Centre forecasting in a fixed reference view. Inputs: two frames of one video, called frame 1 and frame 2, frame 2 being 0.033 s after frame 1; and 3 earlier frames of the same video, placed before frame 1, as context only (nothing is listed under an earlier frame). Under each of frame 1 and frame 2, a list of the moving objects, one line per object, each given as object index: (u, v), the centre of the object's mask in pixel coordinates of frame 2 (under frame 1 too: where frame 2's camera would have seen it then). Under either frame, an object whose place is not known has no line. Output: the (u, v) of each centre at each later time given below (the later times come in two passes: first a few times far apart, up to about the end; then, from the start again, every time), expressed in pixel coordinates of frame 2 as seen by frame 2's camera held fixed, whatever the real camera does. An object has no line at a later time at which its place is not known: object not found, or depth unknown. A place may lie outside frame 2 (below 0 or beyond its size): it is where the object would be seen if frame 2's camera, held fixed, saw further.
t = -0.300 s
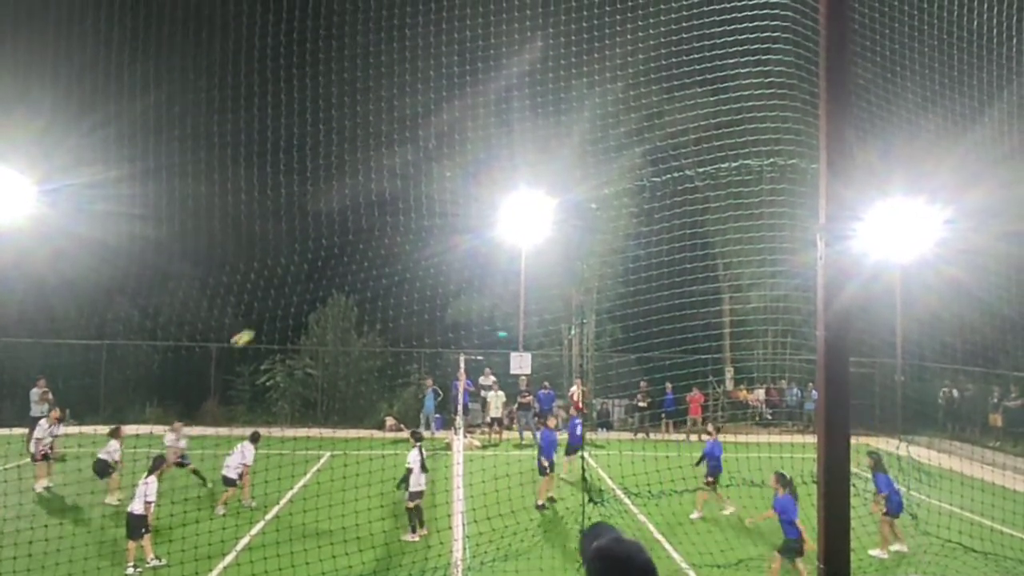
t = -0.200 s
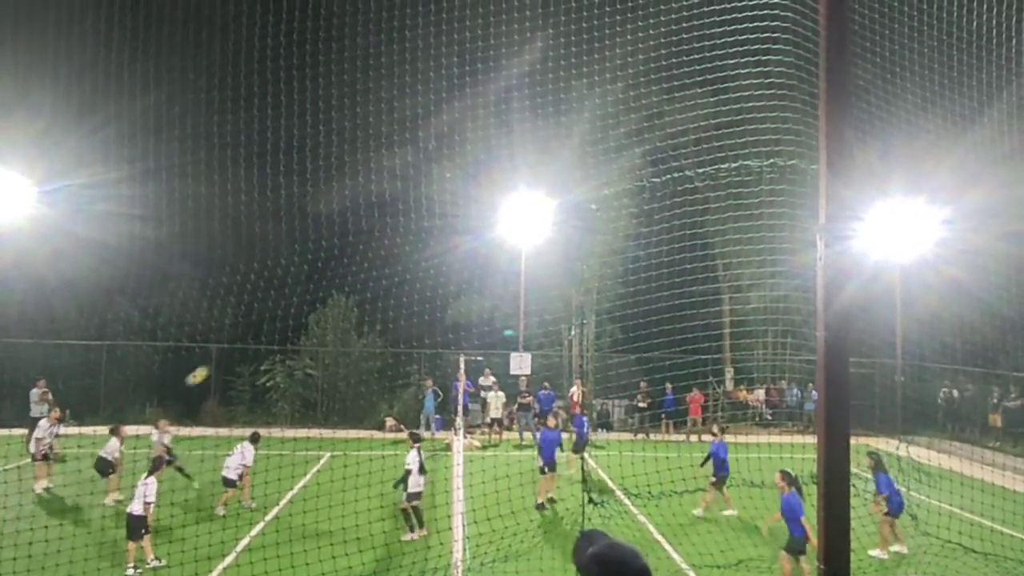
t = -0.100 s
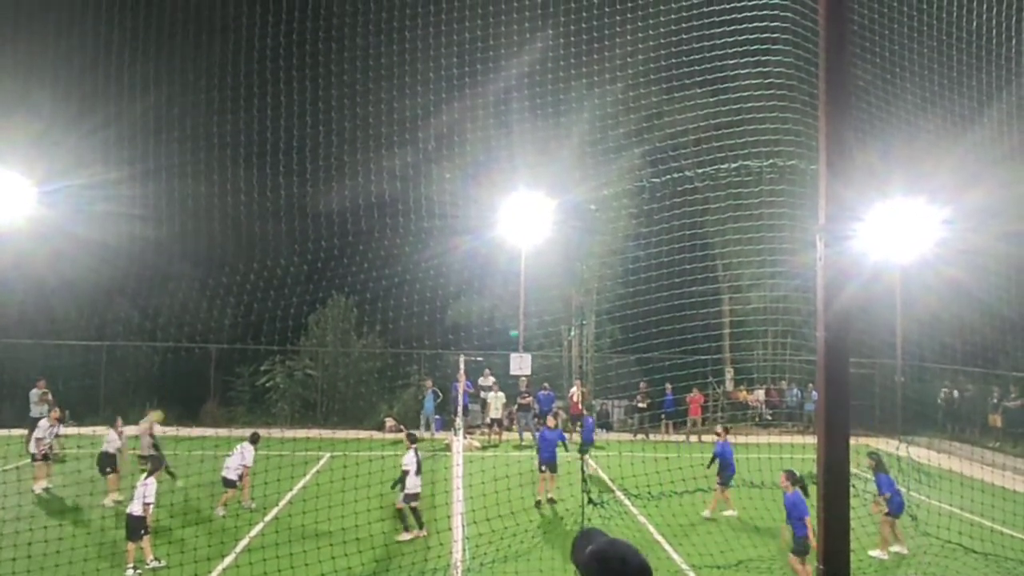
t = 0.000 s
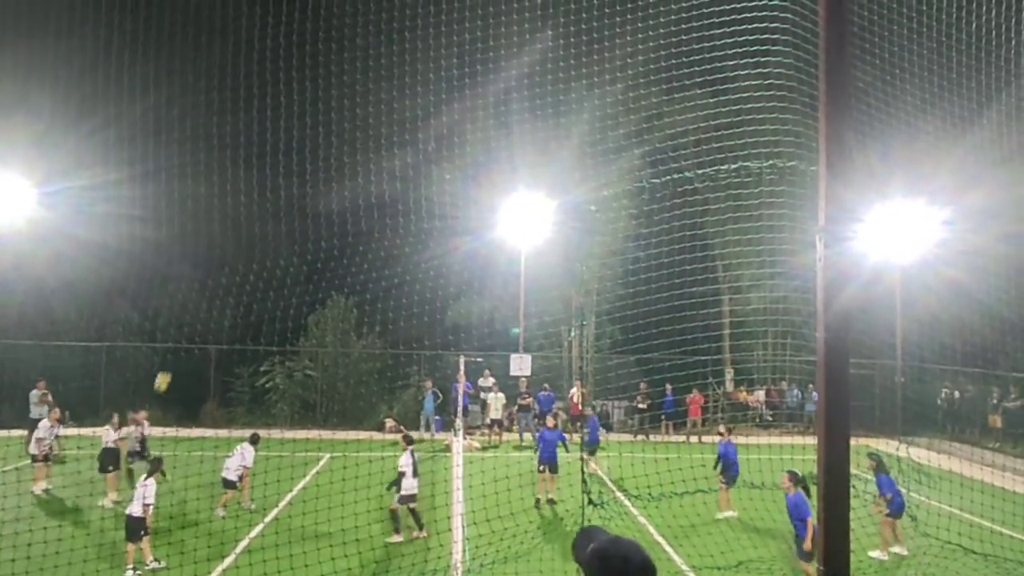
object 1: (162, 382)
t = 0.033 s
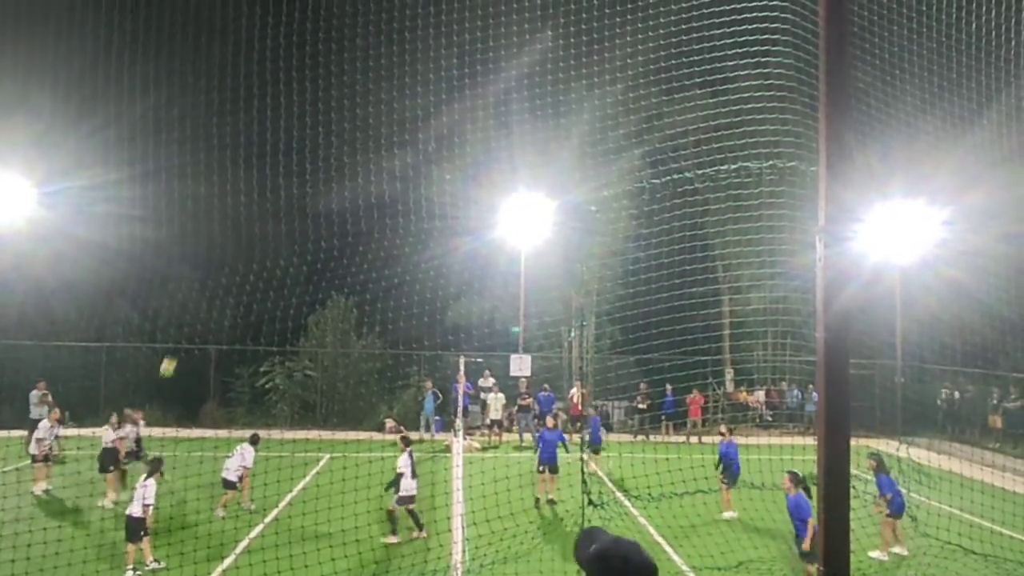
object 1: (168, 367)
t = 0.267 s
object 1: (205, 284)
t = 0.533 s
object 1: (243, 229)
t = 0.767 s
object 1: (274, 213)
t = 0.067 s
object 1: (173, 353)
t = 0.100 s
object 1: (179, 339)
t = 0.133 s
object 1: (184, 327)
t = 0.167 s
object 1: (189, 316)
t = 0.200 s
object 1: (194, 304)
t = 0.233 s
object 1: (200, 294)
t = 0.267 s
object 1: (205, 284)
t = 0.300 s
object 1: (210, 274)
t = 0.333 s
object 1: (215, 266)
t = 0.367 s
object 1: (219, 259)
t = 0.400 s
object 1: (224, 251)
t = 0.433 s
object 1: (229, 244)
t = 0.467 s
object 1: (233, 239)
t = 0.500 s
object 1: (238, 233)
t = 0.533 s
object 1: (243, 229)
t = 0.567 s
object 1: (247, 225)
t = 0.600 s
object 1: (252, 221)
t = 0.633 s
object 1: (256, 218)
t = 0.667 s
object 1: (261, 216)
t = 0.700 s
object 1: (265, 214)
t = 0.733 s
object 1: (270, 213)
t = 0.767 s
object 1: (274, 213)
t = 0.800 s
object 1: (278, 213)
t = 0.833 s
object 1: (282, 214)
